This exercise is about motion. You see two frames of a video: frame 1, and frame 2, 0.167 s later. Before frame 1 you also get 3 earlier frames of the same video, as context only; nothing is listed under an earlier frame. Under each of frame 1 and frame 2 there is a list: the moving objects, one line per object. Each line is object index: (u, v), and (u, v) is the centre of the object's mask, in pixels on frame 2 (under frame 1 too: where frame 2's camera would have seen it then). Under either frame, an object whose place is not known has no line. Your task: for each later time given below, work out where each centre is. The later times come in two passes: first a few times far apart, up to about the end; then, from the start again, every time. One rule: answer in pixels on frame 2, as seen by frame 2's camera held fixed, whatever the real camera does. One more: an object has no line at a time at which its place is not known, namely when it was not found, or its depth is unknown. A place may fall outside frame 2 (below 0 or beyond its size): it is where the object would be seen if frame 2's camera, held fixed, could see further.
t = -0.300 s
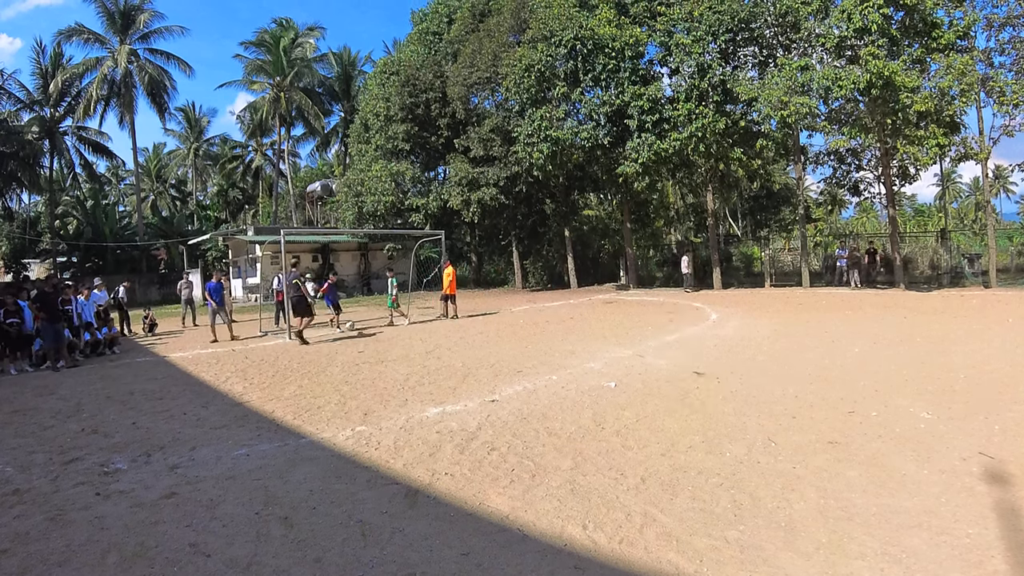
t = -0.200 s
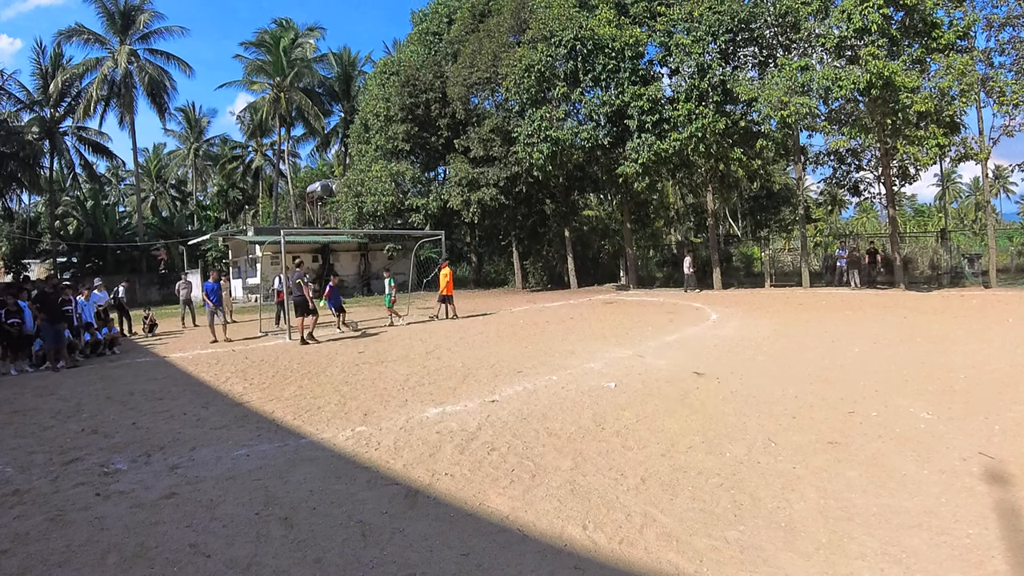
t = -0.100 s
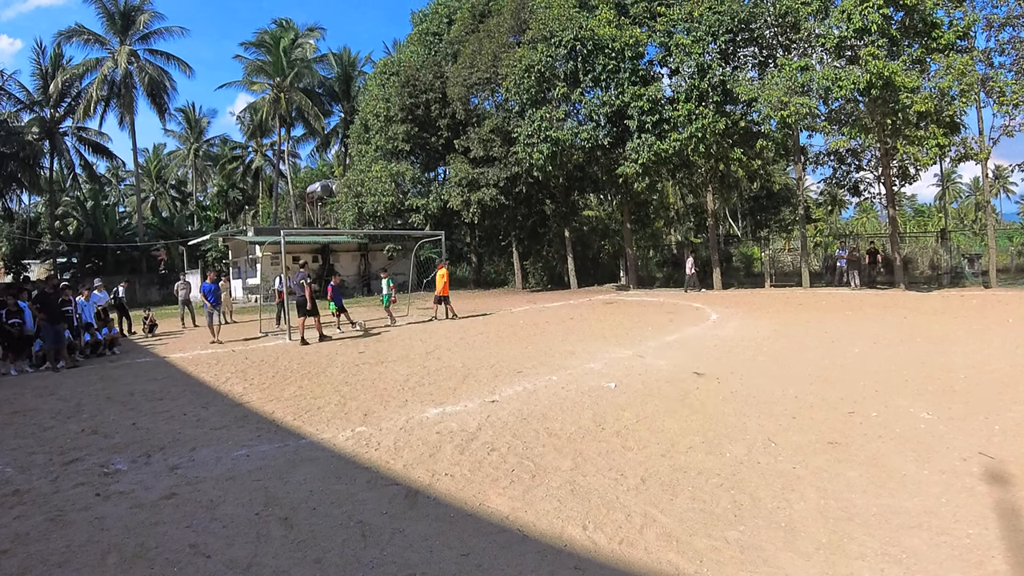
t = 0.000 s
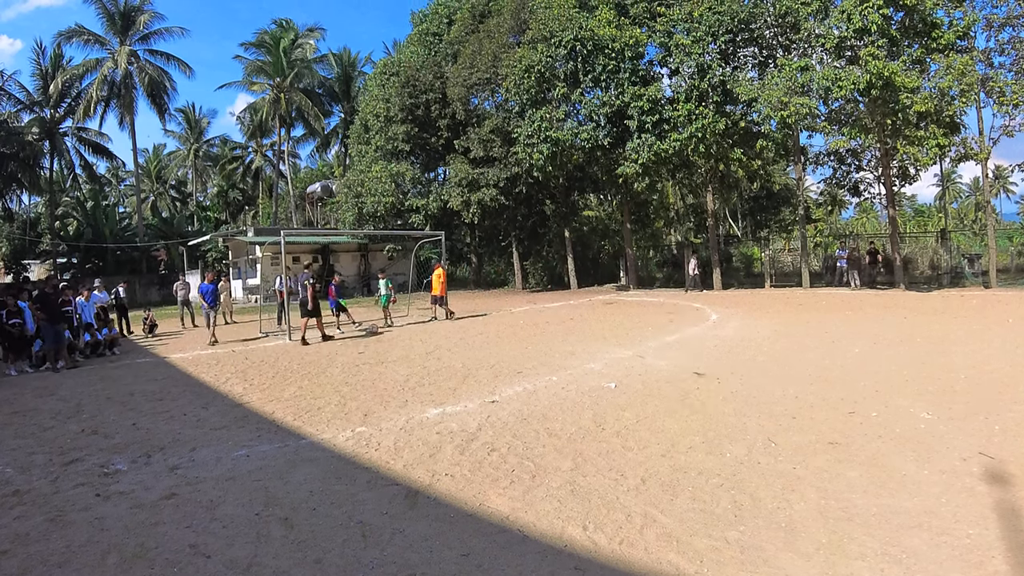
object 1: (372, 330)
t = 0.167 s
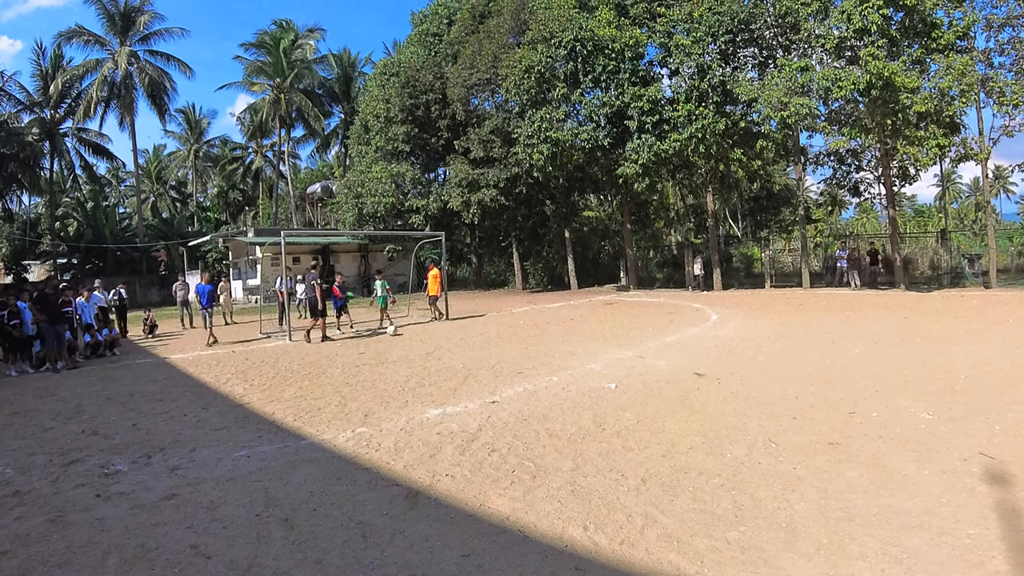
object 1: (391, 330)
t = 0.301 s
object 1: (404, 331)
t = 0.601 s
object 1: (428, 334)
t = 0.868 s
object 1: (450, 335)
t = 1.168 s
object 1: (475, 338)
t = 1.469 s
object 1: (501, 341)
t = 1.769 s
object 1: (528, 343)
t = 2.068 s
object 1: (558, 345)
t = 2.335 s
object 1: (587, 345)
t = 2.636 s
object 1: (617, 348)
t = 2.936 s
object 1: (647, 350)
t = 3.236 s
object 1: (678, 350)
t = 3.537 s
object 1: (705, 352)
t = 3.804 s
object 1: (729, 353)
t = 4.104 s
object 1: (753, 354)
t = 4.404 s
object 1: (776, 354)
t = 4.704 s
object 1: (793, 354)
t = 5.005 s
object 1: (807, 355)
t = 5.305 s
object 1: (821, 356)
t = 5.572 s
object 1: (830, 356)
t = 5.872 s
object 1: (834, 356)
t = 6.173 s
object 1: (834, 356)
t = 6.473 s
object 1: (829, 357)
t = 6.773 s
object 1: (822, 358)
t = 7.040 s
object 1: (817, 357)
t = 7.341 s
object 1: (814, 356)
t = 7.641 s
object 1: (812, 356)
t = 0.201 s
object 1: (394, 330)
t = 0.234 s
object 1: (398, 331)
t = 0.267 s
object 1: (401, 331)
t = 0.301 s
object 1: (404, 331)
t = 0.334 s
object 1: (407, 331)
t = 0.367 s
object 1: (410, 331)
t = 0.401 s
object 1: (413, 331)
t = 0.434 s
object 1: (416, 332)
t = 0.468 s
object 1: (418, 332)
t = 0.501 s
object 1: (421, 332)
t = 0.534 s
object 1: (423, 332)
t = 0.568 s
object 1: (426, 333)
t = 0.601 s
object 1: (428, 334)
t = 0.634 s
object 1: (431, 334)
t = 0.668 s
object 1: (434, 334)
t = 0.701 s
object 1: (436, 335)
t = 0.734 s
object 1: (439, 335)
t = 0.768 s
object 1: (442, 335)
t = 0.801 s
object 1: (444, 335)
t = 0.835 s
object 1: (447, 335)
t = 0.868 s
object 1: (450, 335)
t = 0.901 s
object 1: (453, 336)
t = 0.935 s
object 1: (455, 336)
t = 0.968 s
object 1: (458, 335)
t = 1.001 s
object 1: (461, 335)
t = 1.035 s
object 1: (464, 337)
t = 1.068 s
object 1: (466, 337)
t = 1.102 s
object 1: (469, 337)
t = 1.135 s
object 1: (472, 338)
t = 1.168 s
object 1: (475, 338)
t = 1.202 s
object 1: (478, 338)
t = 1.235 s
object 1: (481, 338)
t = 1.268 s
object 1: (484, 338)
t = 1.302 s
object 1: (487, 339)
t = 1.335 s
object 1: (489, 339)
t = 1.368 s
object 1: (492, 339)
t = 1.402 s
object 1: (495, 340)
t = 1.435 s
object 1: (498, 340)
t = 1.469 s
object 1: (501, 341)
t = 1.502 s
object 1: (504, 341)
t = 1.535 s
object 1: (507, 341)
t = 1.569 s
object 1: (510, 341)
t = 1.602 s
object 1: (513, 341)
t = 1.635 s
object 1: (517, 342)
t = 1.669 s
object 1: (519, 342)
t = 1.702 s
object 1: (522, 342)
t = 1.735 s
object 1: (525, 342)
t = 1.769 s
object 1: (528, 343)
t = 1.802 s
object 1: (532, 343)
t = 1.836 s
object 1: (535, 343)
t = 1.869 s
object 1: (538, 344)
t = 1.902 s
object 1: (542, 344)
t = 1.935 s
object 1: (545, 344)
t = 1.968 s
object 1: (548, 344)
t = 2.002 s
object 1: (551, 344)
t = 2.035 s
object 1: (555, 345)
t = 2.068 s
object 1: (558, 345)
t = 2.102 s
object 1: (562, 345)
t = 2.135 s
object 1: (565, 344)
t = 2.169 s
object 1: (569, 345)
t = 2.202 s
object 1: (573, 345)
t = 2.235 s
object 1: (576, 345)
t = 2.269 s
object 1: (580, 346)
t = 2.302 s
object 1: (583, 346)
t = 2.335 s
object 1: (587, 345)
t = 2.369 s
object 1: (590, 345)
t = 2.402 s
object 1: (594, 346)
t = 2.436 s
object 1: (597, 346)
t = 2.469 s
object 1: (600, 346)
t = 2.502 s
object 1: (603, 346)
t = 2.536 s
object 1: (607, 347)
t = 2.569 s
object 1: (610, 347)
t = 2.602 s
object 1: (614, 347)
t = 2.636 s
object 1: (617, 348)
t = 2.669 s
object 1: (621, 348)
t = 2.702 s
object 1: (623, 348)
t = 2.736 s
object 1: (627, 349)
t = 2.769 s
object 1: (631, 349)
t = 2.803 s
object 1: (634, 349)
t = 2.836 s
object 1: (637, 350)
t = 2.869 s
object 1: (641, 350)
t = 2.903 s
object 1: (644, 351)
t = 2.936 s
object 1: (647, 350)
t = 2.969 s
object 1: (651, 350)
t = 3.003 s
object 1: (654, 351)
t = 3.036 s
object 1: (658, 351)
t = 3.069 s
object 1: (661, 351)
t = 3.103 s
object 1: (665, 350)
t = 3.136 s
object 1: (668, 350)
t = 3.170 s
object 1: (672, 351)
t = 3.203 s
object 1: (675, 351)
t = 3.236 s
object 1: (678, 350)
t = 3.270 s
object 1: (681, 351)
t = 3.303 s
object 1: (684, 351)
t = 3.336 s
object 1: (687, 351)
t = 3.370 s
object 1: (690, 351)
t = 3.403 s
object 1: (693, 352)
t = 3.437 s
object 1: (696, 352)
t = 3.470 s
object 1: (699, 352)
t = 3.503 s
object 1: (702, 352)
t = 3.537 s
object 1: (705, 352)
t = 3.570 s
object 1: (709, 352)
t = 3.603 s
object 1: (712, 352)
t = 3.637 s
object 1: (715, 352)
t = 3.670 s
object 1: (718, 353)
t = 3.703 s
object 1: (721, 353)
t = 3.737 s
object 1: (724, 352)
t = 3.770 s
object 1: (727, 352)
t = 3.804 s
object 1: (729, 353)
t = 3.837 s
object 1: (731, 353)
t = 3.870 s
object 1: (734, 353)
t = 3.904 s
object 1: (737, 353)
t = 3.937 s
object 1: (740, 353)
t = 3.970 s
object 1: (742, 354)
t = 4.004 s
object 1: (744, 354)
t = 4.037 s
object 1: (748, 354)
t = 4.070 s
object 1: (750, 354)
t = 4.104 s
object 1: (753, 354)
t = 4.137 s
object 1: (755, 354)
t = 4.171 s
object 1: (758, 354)
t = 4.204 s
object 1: (761, 354)
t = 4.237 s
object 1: (763, 354)
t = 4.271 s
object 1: (766, 354)
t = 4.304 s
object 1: (768, 354)
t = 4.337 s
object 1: (771, 354)
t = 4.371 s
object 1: (773, 354)
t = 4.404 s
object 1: (776, 354)
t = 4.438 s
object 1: (778, 355)
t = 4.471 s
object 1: (780, 354)
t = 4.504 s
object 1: (782, 355)
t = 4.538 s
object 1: (784, 355)
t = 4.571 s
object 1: (786, 354)
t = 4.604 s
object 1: (788, 354)
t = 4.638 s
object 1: (790, 354)
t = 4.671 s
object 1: (792, 354)
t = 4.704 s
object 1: (793, 354)
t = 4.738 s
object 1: (795, 354)
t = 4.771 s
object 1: (796, 354)
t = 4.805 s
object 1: (798, 355)
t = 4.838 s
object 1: (799, 355)
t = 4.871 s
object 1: (801, 355)
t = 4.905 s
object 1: (802, 355)
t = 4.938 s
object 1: (804, 355)
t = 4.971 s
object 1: (805, 355)
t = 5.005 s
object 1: (807, 355)
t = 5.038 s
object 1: (808, 355)
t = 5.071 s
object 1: (810, 355)
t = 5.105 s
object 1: (812, 355)
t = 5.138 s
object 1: (813, 355)
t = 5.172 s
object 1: (815, 356)
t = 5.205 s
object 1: (816, 356)
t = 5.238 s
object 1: (818, 356)
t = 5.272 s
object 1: (820, 356)
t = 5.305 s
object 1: (821, 356)
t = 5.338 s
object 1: (822, 356)
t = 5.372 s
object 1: (824, 356)
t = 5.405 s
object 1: (825, 356)
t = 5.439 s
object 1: (826, 356)
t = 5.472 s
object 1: (828, 356)
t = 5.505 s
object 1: (828, 356)
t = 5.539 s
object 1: (829, 356)
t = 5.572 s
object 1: (830, 356)
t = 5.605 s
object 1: (831, 356)
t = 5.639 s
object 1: (832, 356)
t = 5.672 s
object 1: (832, 356)
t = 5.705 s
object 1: (832, 356)
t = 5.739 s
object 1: (833, 356)
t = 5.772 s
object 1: (833, 356)
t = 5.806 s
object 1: (834, 356)
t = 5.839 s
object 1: (834, 356)
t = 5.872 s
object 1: (834, 356)
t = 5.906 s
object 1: (835, 356)
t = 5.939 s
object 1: (835, 356)
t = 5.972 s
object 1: (835, 356)
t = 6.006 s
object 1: (834, 356)
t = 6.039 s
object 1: (835, 356)
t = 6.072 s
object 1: (834, 356)
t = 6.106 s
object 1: (834, 356)
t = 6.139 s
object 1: (834, 356)
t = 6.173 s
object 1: (834, 356)
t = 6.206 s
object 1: (833, 357)
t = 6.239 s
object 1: (832, 357)
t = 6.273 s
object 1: (832, 357)
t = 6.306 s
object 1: (831, 357)
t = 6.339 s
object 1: (831, 357)
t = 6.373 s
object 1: (830, 357)
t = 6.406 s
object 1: (830, 357)
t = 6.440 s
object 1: (829, 357)
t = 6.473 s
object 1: (829, 357)
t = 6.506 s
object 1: (828, 357)
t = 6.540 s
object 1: (827, 357)
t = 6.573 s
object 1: (827, 357)
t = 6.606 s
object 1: (826, 357)
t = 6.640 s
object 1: (825, 357)
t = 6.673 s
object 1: (825, 357)
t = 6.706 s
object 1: (824, 357)
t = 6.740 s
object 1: (823, 357)
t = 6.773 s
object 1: (822, 358)
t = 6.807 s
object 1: (822, 357)
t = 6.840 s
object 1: (821, 358)
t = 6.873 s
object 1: (820, 357)
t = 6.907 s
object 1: (819, 357)
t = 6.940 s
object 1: (819, 357)
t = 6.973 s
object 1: (818, 358)
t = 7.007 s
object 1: (818, 357)
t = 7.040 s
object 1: (817, 357)
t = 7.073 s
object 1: (816, 357)
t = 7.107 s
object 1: (816, 357)
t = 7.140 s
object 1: (816, 357)
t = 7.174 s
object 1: (815, 357)
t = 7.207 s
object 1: (815, 357)
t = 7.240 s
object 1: (815, 357)
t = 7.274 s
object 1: (815, 357)
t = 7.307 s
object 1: (814, 357)
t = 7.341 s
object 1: (814, 356)
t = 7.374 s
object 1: (814, 357)
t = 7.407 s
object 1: (814, 357)
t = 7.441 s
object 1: (813, 357)
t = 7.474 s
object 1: (813, 357)
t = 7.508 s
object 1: (813, 356)
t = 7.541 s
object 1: (813, 356)
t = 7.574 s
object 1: (813, 356)
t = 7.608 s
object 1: (812, 356)
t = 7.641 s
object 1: (812, 356)
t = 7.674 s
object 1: (812, 356)
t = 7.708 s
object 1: (812, 356)
